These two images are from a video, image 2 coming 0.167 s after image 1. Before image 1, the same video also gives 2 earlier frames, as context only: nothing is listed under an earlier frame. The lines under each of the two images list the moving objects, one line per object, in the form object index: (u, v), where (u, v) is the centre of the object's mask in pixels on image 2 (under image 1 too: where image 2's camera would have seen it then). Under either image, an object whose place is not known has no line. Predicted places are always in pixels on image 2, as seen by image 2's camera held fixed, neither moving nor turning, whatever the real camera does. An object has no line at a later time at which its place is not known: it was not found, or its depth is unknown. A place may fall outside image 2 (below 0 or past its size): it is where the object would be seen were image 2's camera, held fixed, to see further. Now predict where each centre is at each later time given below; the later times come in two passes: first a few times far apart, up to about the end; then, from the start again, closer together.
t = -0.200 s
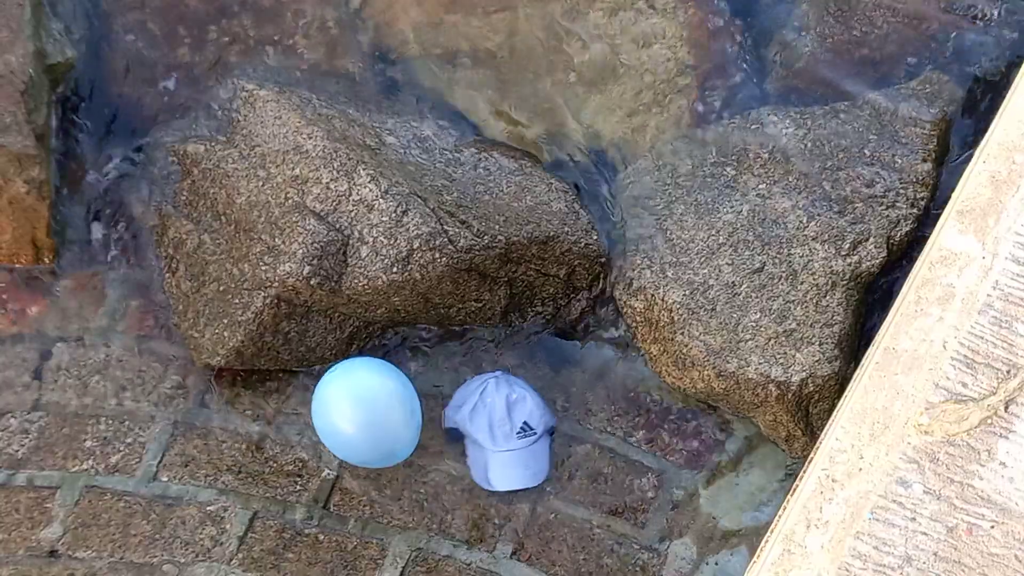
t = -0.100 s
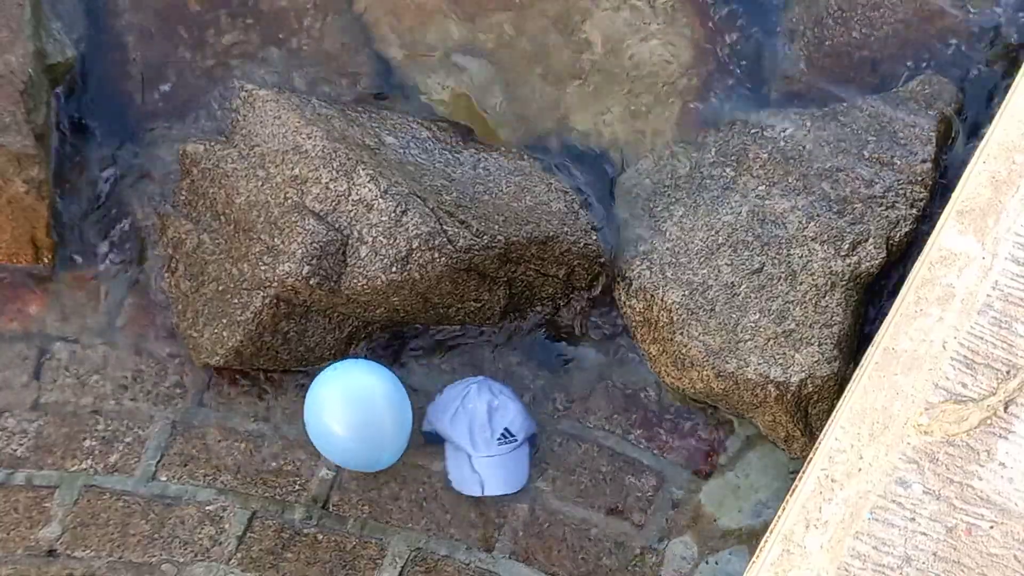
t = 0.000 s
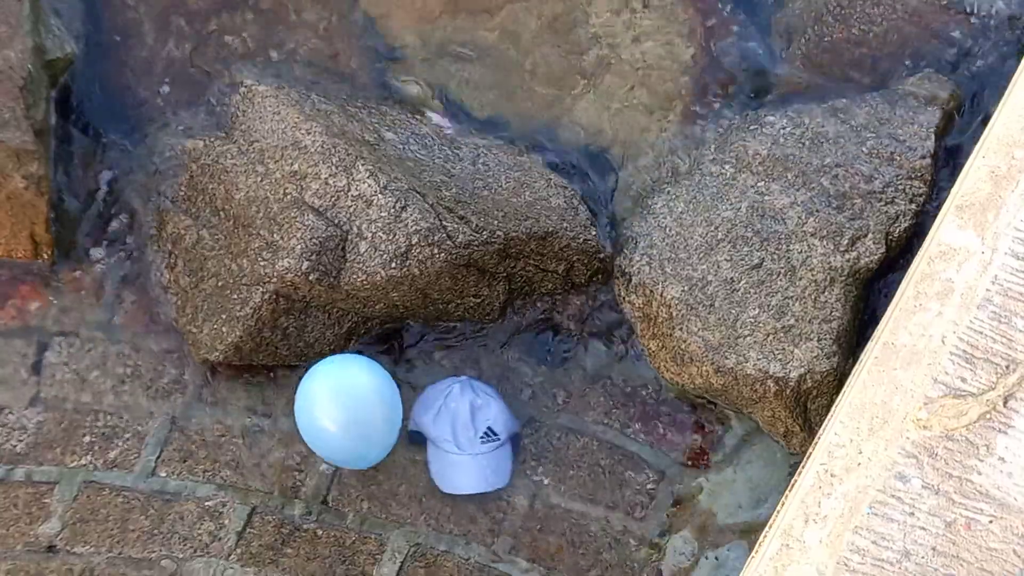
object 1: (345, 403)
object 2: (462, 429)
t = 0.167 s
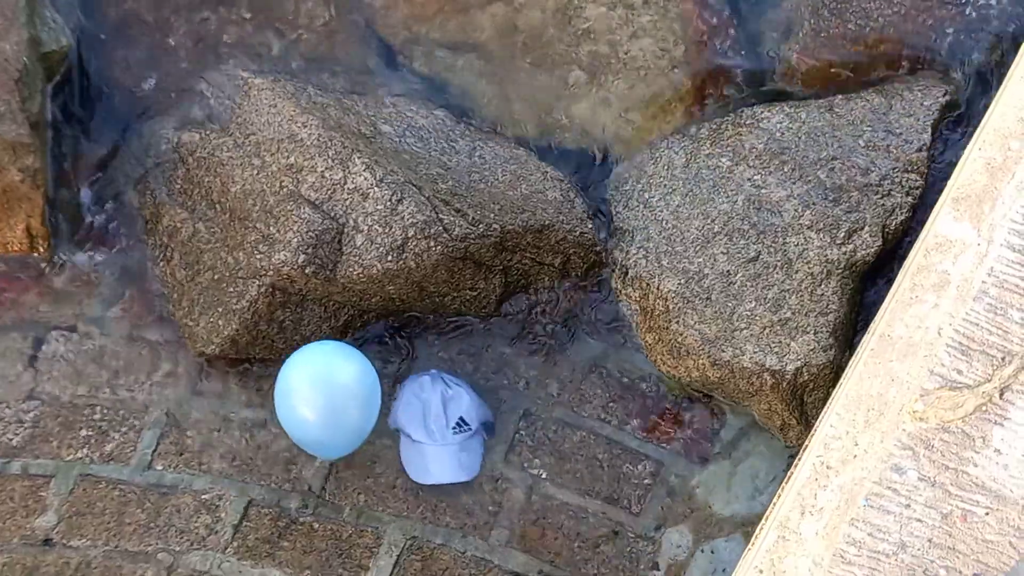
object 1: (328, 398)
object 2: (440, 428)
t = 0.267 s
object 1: (316, 393)
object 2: (428, 422)
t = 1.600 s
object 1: (316, 394)
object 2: (468, 365)
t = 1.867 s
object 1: (316, 394)
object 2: (470, 367)
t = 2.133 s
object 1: (316, 394)
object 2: (465, 367)
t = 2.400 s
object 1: (316, 394)
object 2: (449, 363)
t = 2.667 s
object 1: (319, 397)
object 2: (424, 359)
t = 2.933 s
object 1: (327, 410)
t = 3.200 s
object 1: (320, 394)
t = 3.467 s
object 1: (323, 391)
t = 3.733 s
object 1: (311, 389)
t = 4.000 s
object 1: (302, 396)
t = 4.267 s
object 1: (295, 411)
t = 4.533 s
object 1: (297, 401)
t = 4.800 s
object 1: (315, 397)
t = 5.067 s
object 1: (335, 397)
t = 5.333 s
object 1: (323, 397)
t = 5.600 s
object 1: (319, 397)
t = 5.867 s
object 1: (318, 396)
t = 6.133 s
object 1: (317, 396)
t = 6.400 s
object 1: (317, 396)
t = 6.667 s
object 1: (320, 404)
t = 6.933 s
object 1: (299, 421)
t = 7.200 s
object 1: (266, 426)
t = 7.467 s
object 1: (238, 424)
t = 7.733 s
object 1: (219, 409)
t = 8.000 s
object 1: (211, 407)
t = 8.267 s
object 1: (211, 407)
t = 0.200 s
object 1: (324, 397)
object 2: (435, 427)
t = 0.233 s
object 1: (320, 395)
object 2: (431, 424)
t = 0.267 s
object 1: (316, 393)
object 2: (428, 422)
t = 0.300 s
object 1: (313, 391)
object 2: (425, 419)
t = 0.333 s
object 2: (423, 416)
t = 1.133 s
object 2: (439, 361)
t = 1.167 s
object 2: (442, 360)
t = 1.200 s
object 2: (445, 361)
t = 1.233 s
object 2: (448, 362)
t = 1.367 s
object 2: (458, 363)
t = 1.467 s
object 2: (463, 364)
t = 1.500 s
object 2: (465, 365)
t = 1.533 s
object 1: (315, 394)
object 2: (466, 365)
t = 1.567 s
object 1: (316, 393)
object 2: (467, 365)
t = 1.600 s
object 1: (316, 394)
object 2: (468, 365)
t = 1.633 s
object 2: (469, 365)
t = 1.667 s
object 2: (470, 366)
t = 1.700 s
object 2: (470, 366)
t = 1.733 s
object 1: (316, 394)
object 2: (470, 366)
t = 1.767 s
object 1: (316, 394)
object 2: (470, 366)
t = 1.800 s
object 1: (316, 394)
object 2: (470, 366)
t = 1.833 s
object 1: (316, 394)
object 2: (470, 366)
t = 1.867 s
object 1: (316, 394)
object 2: (470, 367)
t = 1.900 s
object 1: (316, 394)
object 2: (472, 367)
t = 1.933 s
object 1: (316, 394)
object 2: (470, 367)
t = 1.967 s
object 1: (316, 394)
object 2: (469, 367)
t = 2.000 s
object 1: (316, 394)
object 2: (469, 367)
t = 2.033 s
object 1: (316, 394)
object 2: (468, 367)
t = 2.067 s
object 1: (316, 394)
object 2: (466, 367)
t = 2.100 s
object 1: (316, 394)
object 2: (466, 367)
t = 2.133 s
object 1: (316, 394)
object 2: (465, 367)
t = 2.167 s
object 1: (316, 394)
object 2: (464, 366)
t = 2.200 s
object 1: (316, 394)
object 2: (463, 366)
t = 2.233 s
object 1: (316, 394)
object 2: (461, 365)
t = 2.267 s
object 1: (316, 394)
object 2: (459, 365)
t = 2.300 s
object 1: (316, 394)
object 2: (457, 364)
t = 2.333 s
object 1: (316, 394)
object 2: (455, 364)
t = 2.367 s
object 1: (316, 394)
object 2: (451, 364)
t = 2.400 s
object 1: (316, 394)
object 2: (449, 363)
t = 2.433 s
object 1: (316, 394)
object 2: (447, 363)
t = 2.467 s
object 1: (316, 394)
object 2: (444, 362)
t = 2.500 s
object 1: (316, 394)
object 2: (438, 362)
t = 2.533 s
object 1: (316, 394)
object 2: (433, 361)
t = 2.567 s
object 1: (316, 394)
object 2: (431, 360)
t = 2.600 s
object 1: (317, 395)
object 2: (428, 360)
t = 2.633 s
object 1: (318, 396)
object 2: (425, 359)
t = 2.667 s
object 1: (319, 397)
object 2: (424, 359)
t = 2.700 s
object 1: (321, 399)
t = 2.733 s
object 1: (322, 401)
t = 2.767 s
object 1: (324, 404)
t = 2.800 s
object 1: (325, 407)
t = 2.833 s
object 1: (327, 408)
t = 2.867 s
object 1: (327, 409)
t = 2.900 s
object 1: (327, 410)
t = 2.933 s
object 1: (327, 410)
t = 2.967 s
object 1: (327, 410)
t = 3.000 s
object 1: (326, 409)
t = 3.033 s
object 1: (325, 407)
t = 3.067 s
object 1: (324, 405)
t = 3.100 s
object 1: (323, 403)
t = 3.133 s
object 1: (322, 400)
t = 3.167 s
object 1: (321, 397)
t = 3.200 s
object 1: (320, 394)
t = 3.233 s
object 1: (319, 391)
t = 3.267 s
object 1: (318, 391)
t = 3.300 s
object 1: (320, 392)
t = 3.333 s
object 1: (321, 391)
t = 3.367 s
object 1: (323, 391)
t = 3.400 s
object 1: (323, 391)
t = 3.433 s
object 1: (323, 391)
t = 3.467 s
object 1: (323, 391)
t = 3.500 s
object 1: (322, 391)
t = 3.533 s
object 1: (321, 392)
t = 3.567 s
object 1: (319, 392)
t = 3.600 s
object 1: (317, 392)
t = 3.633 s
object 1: (316, 392)
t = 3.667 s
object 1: (314, 391)
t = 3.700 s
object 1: (313, 390)
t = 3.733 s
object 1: (311, 389)
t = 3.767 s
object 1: (311, 389)
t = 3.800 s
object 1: (310, 389)
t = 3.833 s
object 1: (309, 390)
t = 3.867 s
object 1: (308, 391)
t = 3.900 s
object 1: (307, 392)
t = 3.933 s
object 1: (306, 393)
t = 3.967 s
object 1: (304, 395)
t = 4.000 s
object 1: (302, 396)
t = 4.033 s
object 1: (301, 398)
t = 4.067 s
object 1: (300, 399)
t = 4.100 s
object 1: (300, 401)
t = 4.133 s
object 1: (299, 403)
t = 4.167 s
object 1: (298, 406)
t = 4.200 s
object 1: (297, 408)
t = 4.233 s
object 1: (296, 410)
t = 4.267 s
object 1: (295, 411)
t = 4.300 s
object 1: (294, 412)
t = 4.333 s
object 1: (295, 411)
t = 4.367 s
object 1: (295, 409)
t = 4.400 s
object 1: (296, 408)
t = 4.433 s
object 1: (296, 407)
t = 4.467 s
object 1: (297, 405)
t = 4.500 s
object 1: (297, 403)
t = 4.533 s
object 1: (297, 401)
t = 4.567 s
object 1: (297, 399)
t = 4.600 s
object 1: (296, 397)
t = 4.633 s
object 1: (296, 396)
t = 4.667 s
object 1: (300, 396)
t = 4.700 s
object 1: (304, 396)
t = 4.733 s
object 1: (307, 396)
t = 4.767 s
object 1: (311, 397)
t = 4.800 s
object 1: (315, 397)
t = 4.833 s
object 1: (318, 398)
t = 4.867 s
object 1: (321, 398)
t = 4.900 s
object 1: (326, 397)
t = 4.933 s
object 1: (331, 398)
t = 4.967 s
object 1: (335, 398)
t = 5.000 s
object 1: (336, 396)
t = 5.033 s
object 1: (337, 397)
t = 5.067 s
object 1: (335, 397)
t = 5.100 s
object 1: (334, 397)
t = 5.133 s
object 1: (332, 397)
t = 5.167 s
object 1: (330, 397)
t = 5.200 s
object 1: (328, 397)
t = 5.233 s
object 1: (327, 397)
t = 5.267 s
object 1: (326, 397)
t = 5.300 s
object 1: (324, 397)
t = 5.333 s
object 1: (323, 397)
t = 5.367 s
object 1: (321, 397)
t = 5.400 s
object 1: (319, 397)
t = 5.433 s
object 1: (318, 397)
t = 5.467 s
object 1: (317, 397)
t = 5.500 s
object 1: (318, 397)
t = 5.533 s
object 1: (319, 397)
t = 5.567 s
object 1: (319, 397)
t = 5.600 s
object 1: (319, 397)
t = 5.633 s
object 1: (318, 397)
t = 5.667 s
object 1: (318, 397)
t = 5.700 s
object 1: (318, 397)
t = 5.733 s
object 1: (319, 397)
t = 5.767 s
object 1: (319, 397)
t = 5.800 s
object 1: (318, 397)
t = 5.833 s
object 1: (317, 396)
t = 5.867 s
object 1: (318, 396)
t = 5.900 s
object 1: (318, 396)
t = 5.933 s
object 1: (318, 396)
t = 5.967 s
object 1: (318, 396)
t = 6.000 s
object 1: (318, 396)
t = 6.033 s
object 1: (318, 396)
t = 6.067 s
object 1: (318, 396)
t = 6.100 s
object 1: (318, 396)
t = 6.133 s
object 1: (317, 396)
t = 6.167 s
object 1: (317, 396)
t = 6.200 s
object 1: (317, 396)
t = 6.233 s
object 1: (317, 396)
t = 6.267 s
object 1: (317, 396)
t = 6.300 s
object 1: (317, 396)
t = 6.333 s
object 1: (317, 396)
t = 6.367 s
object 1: (317, 396)
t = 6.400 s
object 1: (317, 396)
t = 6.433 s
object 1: (317, 396)
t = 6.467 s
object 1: (317, 396)
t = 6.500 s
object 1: (317, 396)
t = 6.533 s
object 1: (317, 396)
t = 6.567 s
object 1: (318, 398)
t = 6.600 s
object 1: (319, 400)
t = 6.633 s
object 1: (320, 402)
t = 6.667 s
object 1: (320, 404)
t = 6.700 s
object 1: (320, 407)
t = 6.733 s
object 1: (319, 409)
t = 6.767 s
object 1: (318, 412)
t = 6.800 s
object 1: (315, 414)
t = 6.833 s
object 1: (312, 416)
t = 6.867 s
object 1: (308, 418)
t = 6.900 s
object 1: (304, 420)
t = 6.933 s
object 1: (299, 421)
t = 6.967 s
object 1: (294, 422)
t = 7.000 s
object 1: (290, 422)
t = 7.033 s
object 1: (285, 422)
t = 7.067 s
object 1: (281, 423)
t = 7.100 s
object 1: (277, 423)
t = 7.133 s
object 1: (273, 424)
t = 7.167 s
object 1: (270, 425)
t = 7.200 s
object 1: (266, 426)
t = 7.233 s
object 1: (263, 426)
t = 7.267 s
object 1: (259, 427)
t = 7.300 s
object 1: (255, 427)
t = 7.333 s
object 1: (251, 427)
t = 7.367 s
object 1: (247, 427)
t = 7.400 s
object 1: (244, 427)
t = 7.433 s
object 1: (241, 426)
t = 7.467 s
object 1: (238, 424)
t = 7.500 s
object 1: (235, 422)
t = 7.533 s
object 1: (233, 419)
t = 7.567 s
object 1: (232, 416)
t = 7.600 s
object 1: (230, 412)
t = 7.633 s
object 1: (228, 409)
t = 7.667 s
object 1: (226, 406)
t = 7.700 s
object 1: (223, 408)
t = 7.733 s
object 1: (219, 409)
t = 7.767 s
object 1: (217, 408)
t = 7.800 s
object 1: (215, 407)
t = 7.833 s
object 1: (213, 407)
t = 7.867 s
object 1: (211, 408)
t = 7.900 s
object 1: (210, 408)
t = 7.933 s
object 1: (211, 407)
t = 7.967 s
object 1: (211, 407)
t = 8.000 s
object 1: (211, 407)
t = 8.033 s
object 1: (211, 407)
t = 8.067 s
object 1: (211, 407)
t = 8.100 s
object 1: (211, 407)
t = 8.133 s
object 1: (211, 407)
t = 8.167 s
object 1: (211, 407)
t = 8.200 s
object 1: (211, 407)
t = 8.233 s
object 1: (211, 407)
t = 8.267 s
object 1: (211, 407)
